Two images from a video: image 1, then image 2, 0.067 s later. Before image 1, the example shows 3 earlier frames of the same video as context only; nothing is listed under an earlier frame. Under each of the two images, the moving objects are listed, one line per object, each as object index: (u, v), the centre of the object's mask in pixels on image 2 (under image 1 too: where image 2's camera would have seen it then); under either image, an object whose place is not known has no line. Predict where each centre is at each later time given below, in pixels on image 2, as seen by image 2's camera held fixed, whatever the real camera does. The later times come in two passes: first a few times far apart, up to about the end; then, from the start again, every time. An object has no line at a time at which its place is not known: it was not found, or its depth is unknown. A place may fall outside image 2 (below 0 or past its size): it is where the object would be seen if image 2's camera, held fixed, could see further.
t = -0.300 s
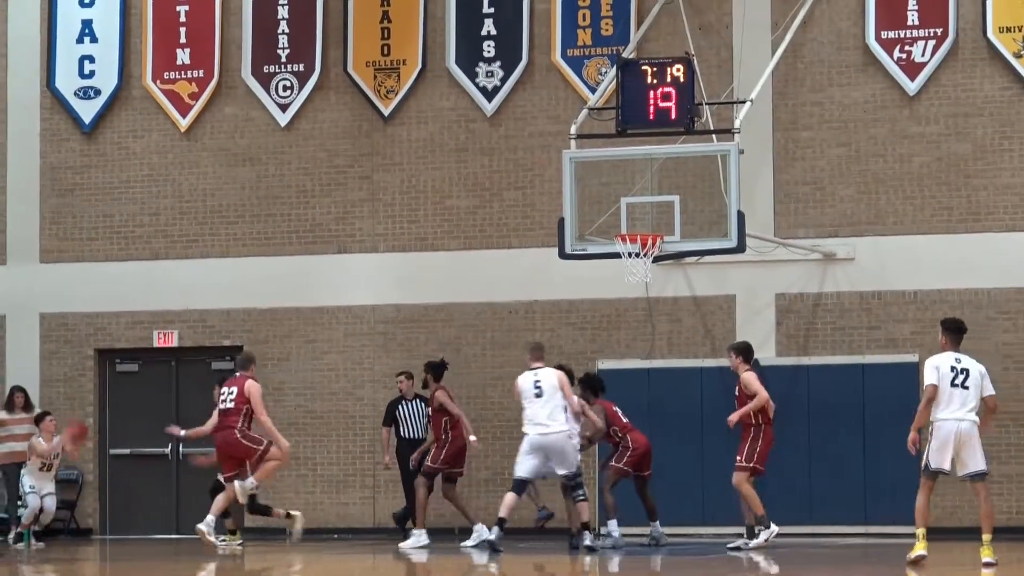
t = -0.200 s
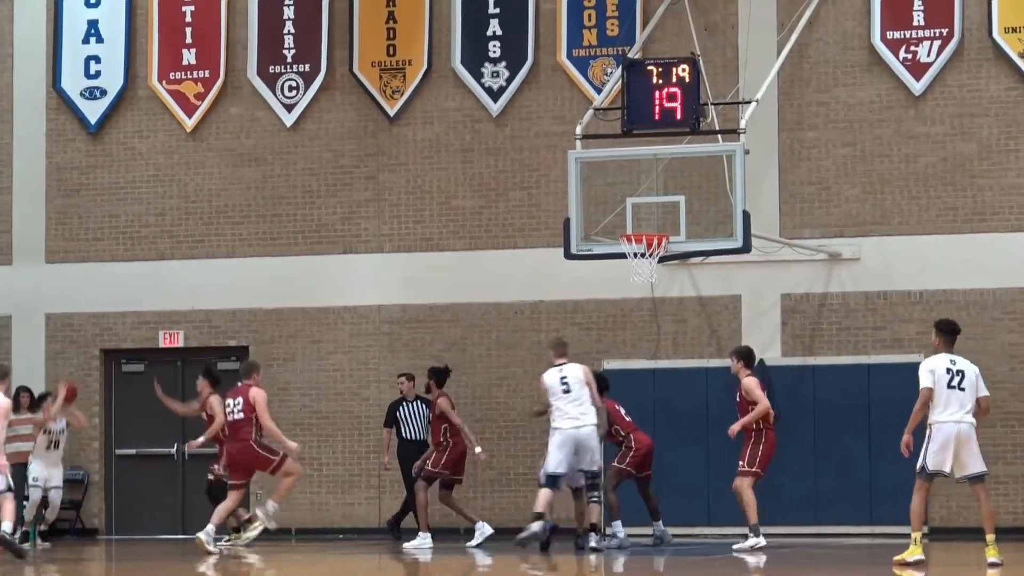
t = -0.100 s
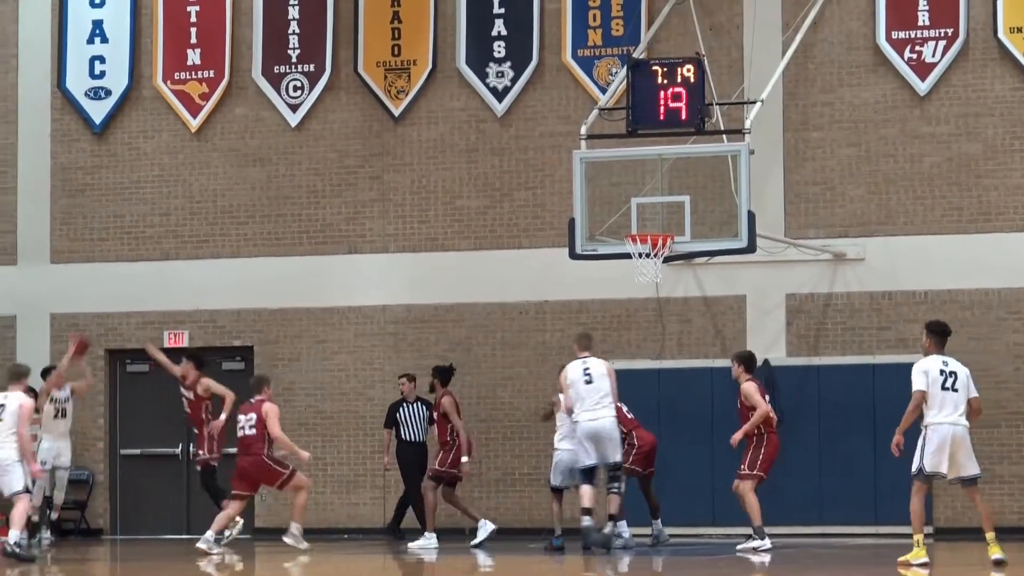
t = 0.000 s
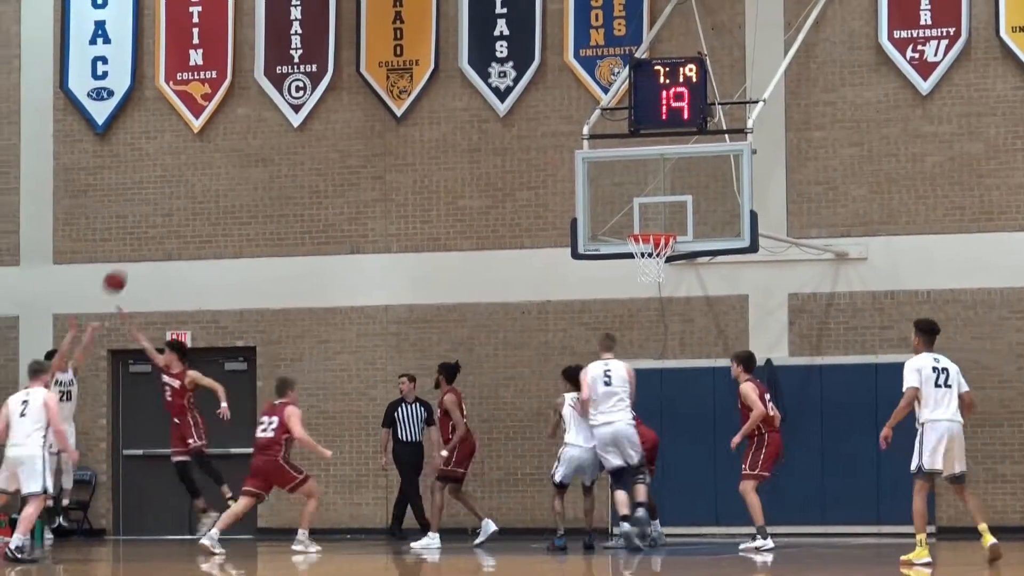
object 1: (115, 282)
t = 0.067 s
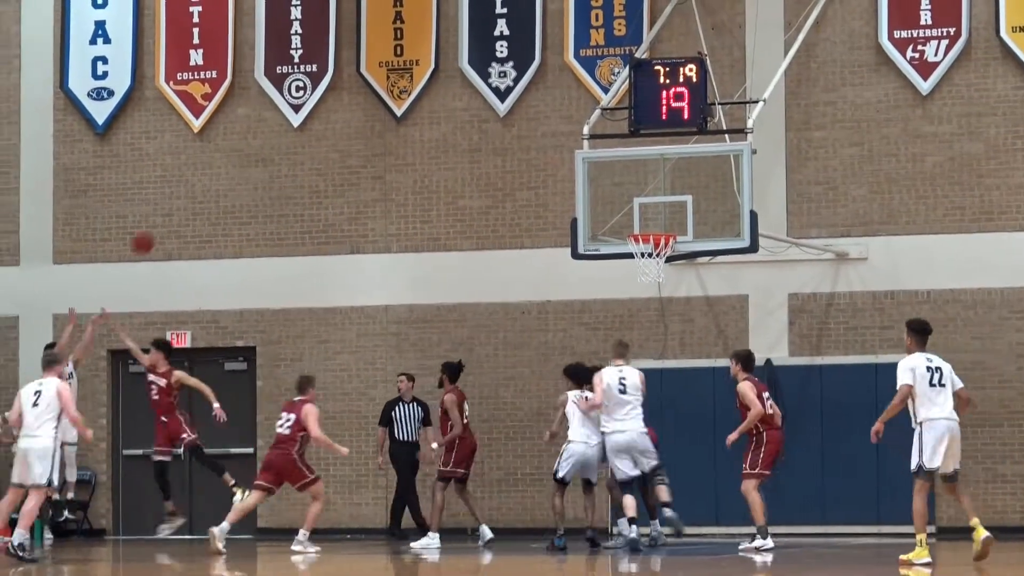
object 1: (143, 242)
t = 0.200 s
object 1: (198, 176)
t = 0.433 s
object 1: (297, 95)
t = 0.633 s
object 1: (379, 69)
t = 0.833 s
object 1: (464, 78)
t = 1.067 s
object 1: (564, 137)
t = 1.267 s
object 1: (651, 227)
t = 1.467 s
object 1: (666, 298)
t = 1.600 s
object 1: (667, 352)
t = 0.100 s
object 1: (157, 224)
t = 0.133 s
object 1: (170, 207)
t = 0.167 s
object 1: (185, 191)
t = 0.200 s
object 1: (198, 176)
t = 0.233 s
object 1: (212, 162)
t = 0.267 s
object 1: (227, 148)
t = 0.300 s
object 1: (240, 136)
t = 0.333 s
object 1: (254, 124)
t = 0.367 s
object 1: (267, 115)
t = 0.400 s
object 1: (281, 106)
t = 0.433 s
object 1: (297, 95)
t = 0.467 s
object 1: (312, 89)
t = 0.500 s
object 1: (324, 83)
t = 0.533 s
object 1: (339, 78)
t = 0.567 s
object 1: (351, 75)
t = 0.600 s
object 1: (364, 72)
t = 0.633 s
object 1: (379, 69)
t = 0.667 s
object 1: (395, 68)
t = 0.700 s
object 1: (410, 68)
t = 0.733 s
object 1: (421, 69)
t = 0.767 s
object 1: (437, 70)
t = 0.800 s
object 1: (451, 74)
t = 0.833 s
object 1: (464, 78)
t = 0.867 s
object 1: (478, 83)
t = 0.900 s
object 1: (493, 90)
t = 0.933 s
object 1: (507, 97)
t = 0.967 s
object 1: (523, 106)
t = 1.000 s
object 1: (536, 114)
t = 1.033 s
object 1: (550, 126)
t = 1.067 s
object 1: (564, 137)
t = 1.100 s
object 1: (579, 149)
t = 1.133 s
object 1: (593, 164)
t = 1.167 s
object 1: (608, 179)
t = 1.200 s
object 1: (623, 196)
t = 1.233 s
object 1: (637, 213)
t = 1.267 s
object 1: (651, 227)
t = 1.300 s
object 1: (662, 252)
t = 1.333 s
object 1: (663, 258)
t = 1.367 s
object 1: (663, 275)
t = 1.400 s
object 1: (665, 278)
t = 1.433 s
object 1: (665, 287)
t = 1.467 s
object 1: (666, 298)
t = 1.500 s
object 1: (666, 310)
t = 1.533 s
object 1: (667, 324)
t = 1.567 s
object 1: (667, 336)
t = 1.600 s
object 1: (667, 352)
